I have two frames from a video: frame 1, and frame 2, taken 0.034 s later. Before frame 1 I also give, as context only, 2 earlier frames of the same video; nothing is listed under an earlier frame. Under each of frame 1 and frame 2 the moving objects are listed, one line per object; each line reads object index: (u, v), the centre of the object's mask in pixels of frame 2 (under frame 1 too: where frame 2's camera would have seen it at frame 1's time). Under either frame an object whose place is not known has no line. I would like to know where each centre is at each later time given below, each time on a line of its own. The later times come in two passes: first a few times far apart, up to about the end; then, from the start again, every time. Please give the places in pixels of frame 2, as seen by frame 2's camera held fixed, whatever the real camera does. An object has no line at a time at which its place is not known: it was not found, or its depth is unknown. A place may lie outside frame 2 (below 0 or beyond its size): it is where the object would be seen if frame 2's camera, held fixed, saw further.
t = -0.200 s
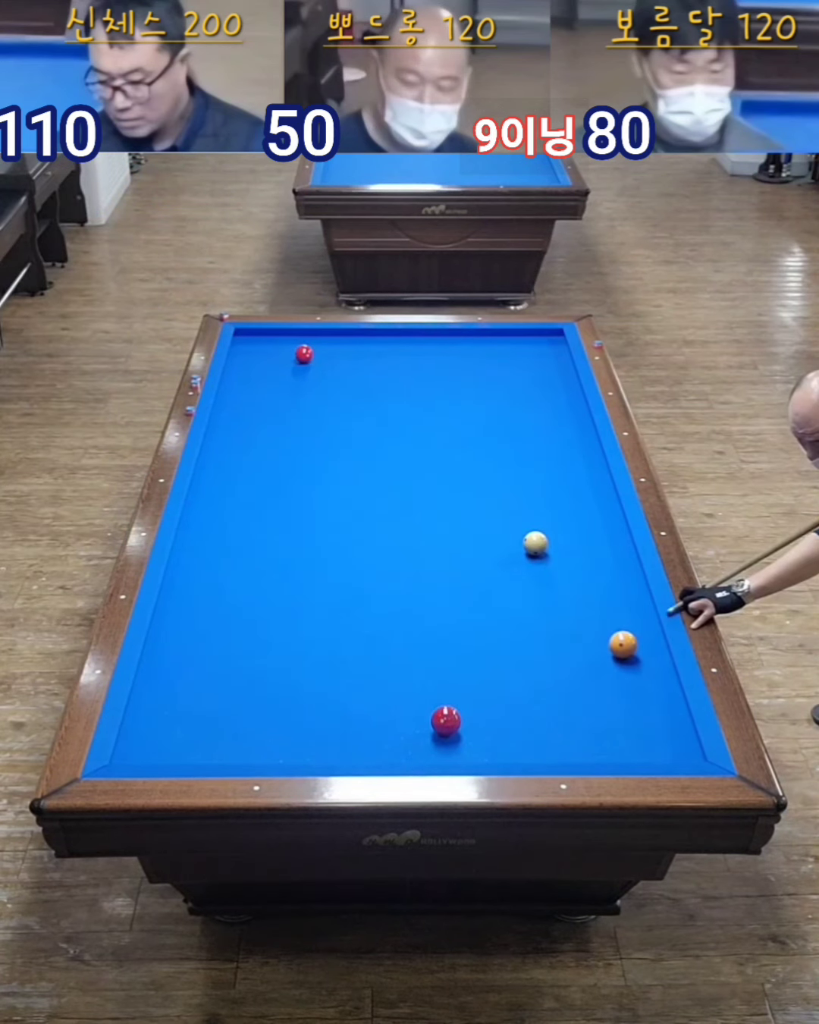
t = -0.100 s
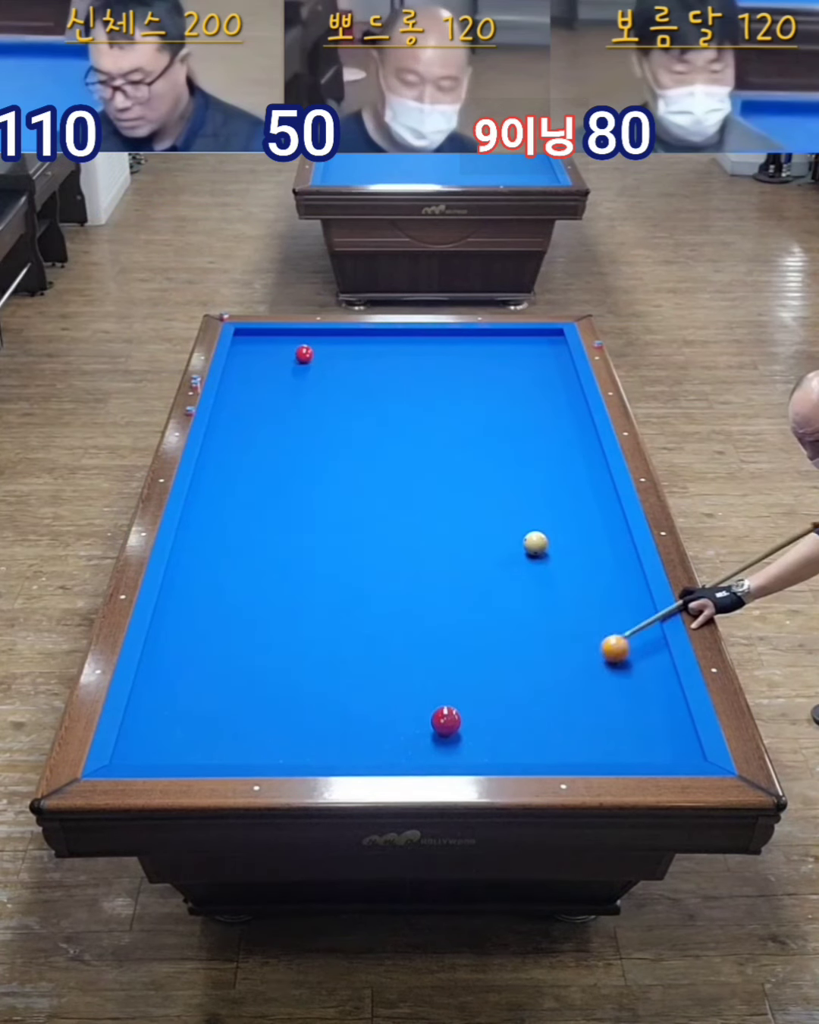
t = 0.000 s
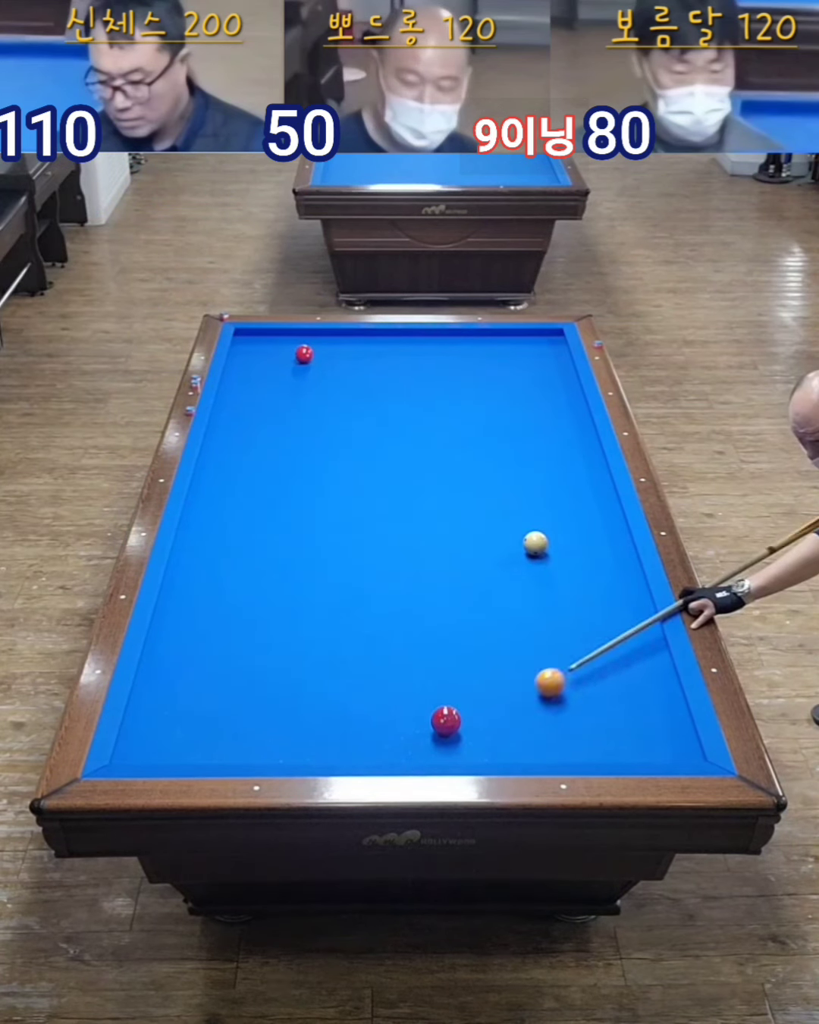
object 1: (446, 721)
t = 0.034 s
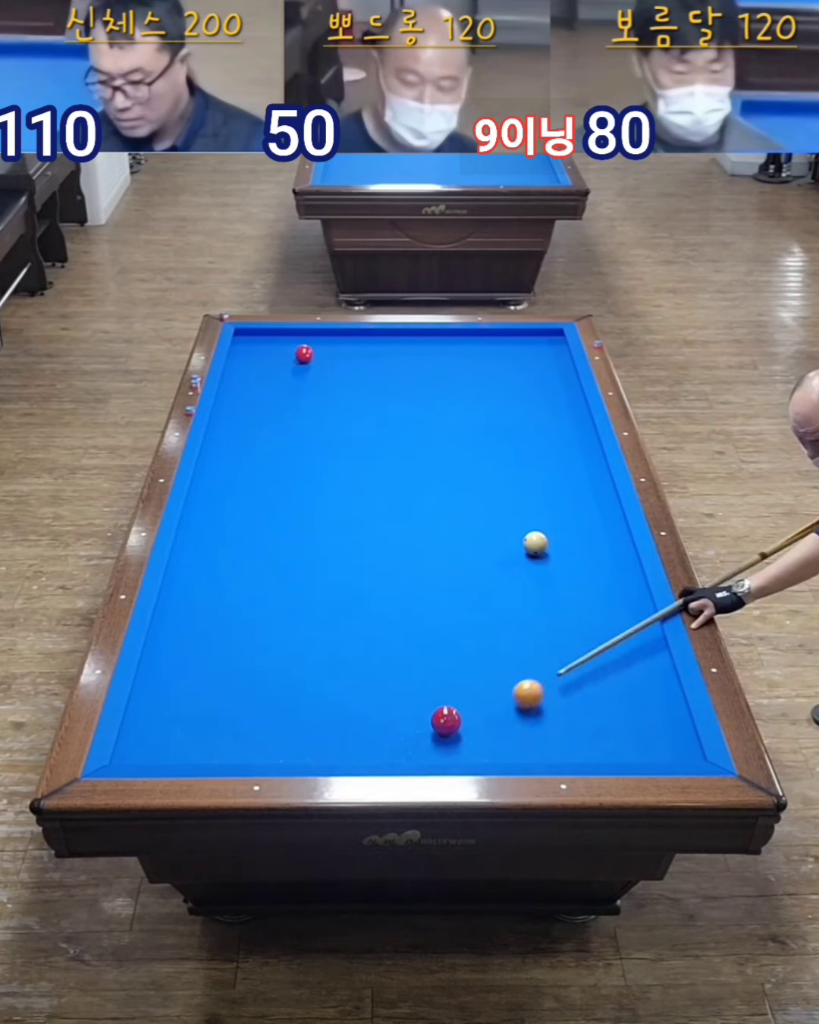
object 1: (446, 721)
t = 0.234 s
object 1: (364, 723)
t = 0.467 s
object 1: (240, 726)
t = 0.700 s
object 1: (141, 729)
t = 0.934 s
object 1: (213, 734)
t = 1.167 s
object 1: (275, 739)
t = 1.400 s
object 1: (337, 742)
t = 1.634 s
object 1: (398, 747)
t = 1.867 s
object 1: (458, 750)
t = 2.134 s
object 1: (524, 750)
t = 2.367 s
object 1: (578, 748)
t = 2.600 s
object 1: (630, 747)
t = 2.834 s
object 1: (682, 745)
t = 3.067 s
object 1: (660, 742)
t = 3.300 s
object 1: (633, 739)
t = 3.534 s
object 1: (608, 737)
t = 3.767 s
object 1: (583, 735)
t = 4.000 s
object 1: (561, 732)
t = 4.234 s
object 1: (539, 730)
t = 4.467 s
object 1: (518, 728)
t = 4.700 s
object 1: (498, 727)
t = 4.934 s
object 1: (480, 725)
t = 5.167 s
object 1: (463, 723)
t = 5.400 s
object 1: (447, 721)
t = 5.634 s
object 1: (432, 719)
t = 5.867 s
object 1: (418, 718)
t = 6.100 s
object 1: (404, 717)
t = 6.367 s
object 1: (391, 716)
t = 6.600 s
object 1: (381, 714)
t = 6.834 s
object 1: (371, 713)
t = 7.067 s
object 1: (363, 712)
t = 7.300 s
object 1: (355, 711)
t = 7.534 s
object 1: (349, 710)
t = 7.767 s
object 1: (343, 710)
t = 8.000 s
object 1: (339, 709)
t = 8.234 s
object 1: (336, 708)
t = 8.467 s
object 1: (333, 707)
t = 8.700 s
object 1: (333, 707)
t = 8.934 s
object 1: (333, 707)
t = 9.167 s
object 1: (333, 707)
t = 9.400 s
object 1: (333, 707)
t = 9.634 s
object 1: (333, 707)
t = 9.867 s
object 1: (333, 707)
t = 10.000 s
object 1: (333, 707)
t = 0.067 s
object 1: (446, 721)
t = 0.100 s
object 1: (446, 721)
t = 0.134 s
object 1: (429, 721)
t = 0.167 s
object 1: (407, 722)
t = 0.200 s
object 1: (385, 722)
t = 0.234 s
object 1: (364, 723)
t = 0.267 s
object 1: (344, 723)
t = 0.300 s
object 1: (325, 724)
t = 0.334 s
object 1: (307, 724)
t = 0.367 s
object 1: (290, 725)
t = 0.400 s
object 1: (273, 725)
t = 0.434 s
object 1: (256, 726)
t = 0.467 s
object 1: (240, 726)
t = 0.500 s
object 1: (223, 727)
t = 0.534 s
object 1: (207, 727)
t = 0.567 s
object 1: (190, 728)
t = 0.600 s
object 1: (173, 728)
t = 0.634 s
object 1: (156, 728)
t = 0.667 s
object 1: (140, 729)
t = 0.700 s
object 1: (141, 729)
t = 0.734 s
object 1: (154, 730)
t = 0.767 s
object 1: (165, 731)
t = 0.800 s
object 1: (176, 731)
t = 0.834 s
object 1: (186, 732)
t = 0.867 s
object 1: (195, 732)
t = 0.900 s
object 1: (204, 733)
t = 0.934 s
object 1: (213, 734)
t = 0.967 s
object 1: (222, 735)
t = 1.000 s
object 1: (231, 735)
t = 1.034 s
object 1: (240, 736)
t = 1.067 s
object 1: (249, 736)
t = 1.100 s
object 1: (258, 737)
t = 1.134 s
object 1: (267, 738)
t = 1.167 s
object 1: (275, 739)
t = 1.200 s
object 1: (284, 739)
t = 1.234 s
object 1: (293, 739)
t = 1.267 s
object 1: (302, 740)
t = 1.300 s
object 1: (310, 741)
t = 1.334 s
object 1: (319, 741)
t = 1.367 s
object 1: (328, 742)
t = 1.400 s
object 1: (337, 742)
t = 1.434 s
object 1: (346, 743)
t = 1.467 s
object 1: (355, 743)
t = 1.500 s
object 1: (363, 744)
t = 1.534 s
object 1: (372, 745)
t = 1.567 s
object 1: (381, 746)
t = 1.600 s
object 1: (390, 746)
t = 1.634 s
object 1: (398, 747)
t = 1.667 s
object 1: (407, 747)
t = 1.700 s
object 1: (415, 748)
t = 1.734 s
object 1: (424, 748)
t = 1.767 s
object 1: (432, 749)
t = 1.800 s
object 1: (441, 749)
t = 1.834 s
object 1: (450, 750)
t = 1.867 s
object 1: (458, 750)
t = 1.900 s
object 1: (467, 750)
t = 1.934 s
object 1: (476, 750)
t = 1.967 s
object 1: (484, 751)
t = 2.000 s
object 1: (493, 751)
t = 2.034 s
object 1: (501, 751)
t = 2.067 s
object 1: (508, 751)
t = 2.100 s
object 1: (517, 751)
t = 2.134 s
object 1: (524, 750)
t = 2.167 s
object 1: (532, 750)
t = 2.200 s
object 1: (540, 750)
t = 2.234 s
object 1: (548, 750)
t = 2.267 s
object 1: (555, 749)
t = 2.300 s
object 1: (563, 749)
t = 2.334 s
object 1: (571, 749)
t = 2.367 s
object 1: (578, 748)
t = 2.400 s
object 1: (585, 748)
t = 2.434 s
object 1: (593, 748)
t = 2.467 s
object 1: (601, 748)
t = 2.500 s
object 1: (608, 748)
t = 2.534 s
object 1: (616, 747)
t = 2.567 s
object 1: (623, 747)
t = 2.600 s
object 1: (630, 747)
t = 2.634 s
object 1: (638, 746)
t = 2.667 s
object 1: (645, 746)
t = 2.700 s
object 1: (653, 745)
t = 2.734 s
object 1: (660, 746)
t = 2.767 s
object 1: (667, 745)
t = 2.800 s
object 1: (675, 745)
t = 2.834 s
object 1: (682, 745)
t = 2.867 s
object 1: (685, 744)
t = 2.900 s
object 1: (680, 744)
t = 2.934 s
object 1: (676, 743)
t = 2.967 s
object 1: (671, 743)
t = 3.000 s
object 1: (667, 743)
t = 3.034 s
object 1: (664, 742)
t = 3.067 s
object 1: (660, 742)
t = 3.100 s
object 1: (656, 741)
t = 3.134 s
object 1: (652, 741)
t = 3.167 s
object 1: (648, 741)
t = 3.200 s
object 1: (644, 740)
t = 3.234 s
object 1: (640, 740)
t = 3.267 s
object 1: (637, 740)
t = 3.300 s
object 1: (633, 739)
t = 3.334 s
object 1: (630, 739)
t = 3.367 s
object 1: (626, 739)
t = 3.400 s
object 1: (622, 738)
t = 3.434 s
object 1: (619, 738)
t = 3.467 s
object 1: (615, 738)
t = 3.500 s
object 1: (611, 737)
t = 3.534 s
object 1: (608, 737)
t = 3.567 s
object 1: (604, 737)
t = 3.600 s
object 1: (601, 736)
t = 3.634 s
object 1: (597, 736)
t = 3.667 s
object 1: (594, 736)
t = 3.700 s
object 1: (590, 736)
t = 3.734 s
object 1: (587, 735)
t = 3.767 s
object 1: (583, 735)
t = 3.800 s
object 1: (580, 735)
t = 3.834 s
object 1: (577, 734)
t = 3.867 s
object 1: (573, 734)
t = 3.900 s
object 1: (570, 733)
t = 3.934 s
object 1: (567, 733)
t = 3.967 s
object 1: (564, 733)
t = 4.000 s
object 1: (561, 732)
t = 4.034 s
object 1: (557, 732)
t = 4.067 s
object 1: (555, 732)
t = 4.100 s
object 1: (551, 732)
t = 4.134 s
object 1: (548, 731)
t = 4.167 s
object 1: (545, 731)
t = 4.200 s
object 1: (542, 731)
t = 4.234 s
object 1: (539, 730)
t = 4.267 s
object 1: (536, 730)
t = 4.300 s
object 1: (533, 730)
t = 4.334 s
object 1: (530, 729)
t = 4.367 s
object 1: (527, 729)
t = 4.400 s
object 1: (524, 729)
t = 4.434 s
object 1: (521, 729)
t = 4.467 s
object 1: (518, 728)
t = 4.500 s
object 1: (515, 728)
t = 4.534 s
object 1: (512, 728)
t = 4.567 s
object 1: (510, 727)
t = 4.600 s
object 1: (507, 727)
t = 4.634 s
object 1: (504, 727)
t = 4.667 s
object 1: (501, 727)
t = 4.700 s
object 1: (498, 727)
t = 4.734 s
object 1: (496, 726)
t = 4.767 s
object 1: (493, 726)
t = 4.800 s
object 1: (491, 725)
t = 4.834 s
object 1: (488, 726)
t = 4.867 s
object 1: (485, 725)
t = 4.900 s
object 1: (483, 725)
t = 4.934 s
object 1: (480, 725)
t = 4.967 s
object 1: (478, 724)
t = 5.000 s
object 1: (475, 724)
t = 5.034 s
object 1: (473, 724)
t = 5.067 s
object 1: (470, 723)
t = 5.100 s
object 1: (467, 723)
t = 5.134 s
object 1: (465, 723)
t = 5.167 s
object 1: (463, 723)
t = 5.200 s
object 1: (460, 722)
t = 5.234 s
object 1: (458, 722)
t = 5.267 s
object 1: (456, 722)
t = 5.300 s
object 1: (453, 722)
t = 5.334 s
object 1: (451, 722)
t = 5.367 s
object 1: (449, 722)
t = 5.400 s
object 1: (447, 721)
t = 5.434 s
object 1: (444, 721)
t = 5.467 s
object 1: (442, 721)
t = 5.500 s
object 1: (440, 720)
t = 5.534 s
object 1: (438, 720)
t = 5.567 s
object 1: (436, 720)
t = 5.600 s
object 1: (434, 720)
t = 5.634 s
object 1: (432, 719)
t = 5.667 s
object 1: (429, 719)
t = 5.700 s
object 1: (427, 719)
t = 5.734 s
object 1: (425, 719)
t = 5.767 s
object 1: (423, 719)
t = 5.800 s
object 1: (421, 719)
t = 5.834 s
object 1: (419, 719)
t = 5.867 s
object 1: (418, 718)
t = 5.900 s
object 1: (415, 718)
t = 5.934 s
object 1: (414, 718)
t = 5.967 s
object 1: (412, 718)
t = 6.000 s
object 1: (410, 718)
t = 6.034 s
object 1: (408, 717)
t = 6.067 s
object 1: (406, 717)
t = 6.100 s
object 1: (404, 717)
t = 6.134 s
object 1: (403, 717)
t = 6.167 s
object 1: (401, 716)
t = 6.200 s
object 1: (399, 716)
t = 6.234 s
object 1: (398, 717)
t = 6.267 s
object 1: (396, 716)
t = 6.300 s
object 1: (395, 716)
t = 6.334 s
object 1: (393, 716)
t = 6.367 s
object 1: (391, 716)
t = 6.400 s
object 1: (390, 715)
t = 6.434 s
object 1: (388, 715)
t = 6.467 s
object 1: (387, 715)
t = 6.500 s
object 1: (385, 715)
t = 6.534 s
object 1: (384, 714)
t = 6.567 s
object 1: (382, 715)
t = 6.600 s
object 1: (381, 714)
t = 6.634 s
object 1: (379, 714)
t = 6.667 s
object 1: (378, 714)
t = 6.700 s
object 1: (376, 714)
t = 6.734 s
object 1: (375, 714)
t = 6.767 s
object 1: (374, 713)
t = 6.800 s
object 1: (373, 713)
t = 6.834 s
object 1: (371, 713)
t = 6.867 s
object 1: (370, 713)
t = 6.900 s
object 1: (369, 713)
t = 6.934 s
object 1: (367, 713)
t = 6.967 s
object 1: (366, 713)
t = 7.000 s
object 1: (365, 712)
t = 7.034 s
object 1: (364, 712)
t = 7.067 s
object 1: (363, 712)
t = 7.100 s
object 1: (361, 712)
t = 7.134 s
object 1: (360, 711)
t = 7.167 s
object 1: (359, 711)
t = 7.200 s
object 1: (358, 711)
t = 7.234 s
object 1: (357, 711)
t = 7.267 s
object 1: (356, 711)
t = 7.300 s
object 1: (355, 711)
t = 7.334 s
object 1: (354, 711)
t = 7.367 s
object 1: (353, 711)
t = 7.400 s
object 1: (352, 711)
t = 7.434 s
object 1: (352, 711)
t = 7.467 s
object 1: (351, 710)
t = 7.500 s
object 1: (350, 711)
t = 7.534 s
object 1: (349, 710)
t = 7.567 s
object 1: (348, 710)
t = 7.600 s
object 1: (347, 710)
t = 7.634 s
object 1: (347, 710)
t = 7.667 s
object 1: (346, 710)
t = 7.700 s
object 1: (345, 710)
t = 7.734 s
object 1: (344, 710)
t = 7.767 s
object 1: (343, 710)
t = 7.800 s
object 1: (343, 710)
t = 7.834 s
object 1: (342, 710)
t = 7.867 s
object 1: (342, 709)
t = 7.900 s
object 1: (341, 709)
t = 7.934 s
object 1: (340, 709)
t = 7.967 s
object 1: (340, 709)
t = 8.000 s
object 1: (339, 709)
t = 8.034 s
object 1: (339, 709)
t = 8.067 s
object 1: (338, 709)
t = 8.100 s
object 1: (338, 709)
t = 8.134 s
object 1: (337, 708)
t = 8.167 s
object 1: (337, 708)
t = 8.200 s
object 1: (337, 708)
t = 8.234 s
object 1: (336, 708)
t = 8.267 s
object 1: (336, 708)
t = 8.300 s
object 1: (335, 708)
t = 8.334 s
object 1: (335, 708)
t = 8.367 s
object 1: (334, 707)
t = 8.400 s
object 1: (334, 707)
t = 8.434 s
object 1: (334, 707)
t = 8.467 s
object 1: (333, 707)
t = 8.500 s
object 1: (333, 707)
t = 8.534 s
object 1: (333, 707)
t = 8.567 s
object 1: (333, 707)
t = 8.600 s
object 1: (333, 707)
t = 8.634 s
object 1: (333, 707)
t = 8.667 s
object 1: (333, 707)
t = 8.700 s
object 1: (333, 707)
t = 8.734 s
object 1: (333, 707)
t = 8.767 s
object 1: (333, 707)
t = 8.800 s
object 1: (333, 707)
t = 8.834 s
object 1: (333, 707)
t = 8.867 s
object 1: (333, 707)
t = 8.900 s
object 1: (333, 707)
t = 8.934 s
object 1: (333, 707)
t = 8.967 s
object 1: (333, 707)
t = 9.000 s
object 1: (333, 707)
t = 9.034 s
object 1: (333, 707)
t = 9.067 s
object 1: (333, 707)
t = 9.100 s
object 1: (333, 707)
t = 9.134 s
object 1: (333, 707)
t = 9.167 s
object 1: (333, 707)
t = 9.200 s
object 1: (333, 707)
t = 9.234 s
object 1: (333, 707)
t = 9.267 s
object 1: (333, 707)
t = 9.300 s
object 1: (333, 707)
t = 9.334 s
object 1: (334, 707)
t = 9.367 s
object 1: (333, 707)
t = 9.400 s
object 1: (333, 707)
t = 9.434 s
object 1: (333, 707)
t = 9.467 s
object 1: (333, 707)
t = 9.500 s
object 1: (333, 707)
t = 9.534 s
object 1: (333, 707)
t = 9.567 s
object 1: (333, 707)
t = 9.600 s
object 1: (333, 707)
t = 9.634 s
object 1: (333, 707)
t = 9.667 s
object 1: (333, 707)
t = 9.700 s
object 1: (333, 707)
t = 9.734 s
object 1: (333, 707)
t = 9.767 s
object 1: (333, 707)
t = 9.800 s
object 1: (333, 707)
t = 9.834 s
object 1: (333, 707)
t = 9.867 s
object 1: (333, 707)
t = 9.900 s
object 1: (333, 707)
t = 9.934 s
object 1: (333, 707)
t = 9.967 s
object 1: (333, 707)
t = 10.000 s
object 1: (333, 707)
